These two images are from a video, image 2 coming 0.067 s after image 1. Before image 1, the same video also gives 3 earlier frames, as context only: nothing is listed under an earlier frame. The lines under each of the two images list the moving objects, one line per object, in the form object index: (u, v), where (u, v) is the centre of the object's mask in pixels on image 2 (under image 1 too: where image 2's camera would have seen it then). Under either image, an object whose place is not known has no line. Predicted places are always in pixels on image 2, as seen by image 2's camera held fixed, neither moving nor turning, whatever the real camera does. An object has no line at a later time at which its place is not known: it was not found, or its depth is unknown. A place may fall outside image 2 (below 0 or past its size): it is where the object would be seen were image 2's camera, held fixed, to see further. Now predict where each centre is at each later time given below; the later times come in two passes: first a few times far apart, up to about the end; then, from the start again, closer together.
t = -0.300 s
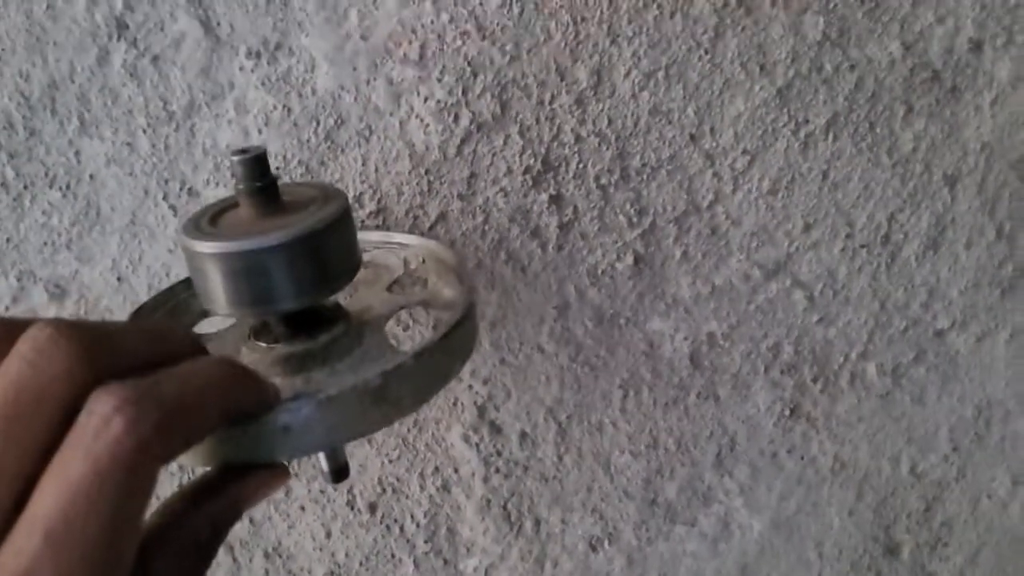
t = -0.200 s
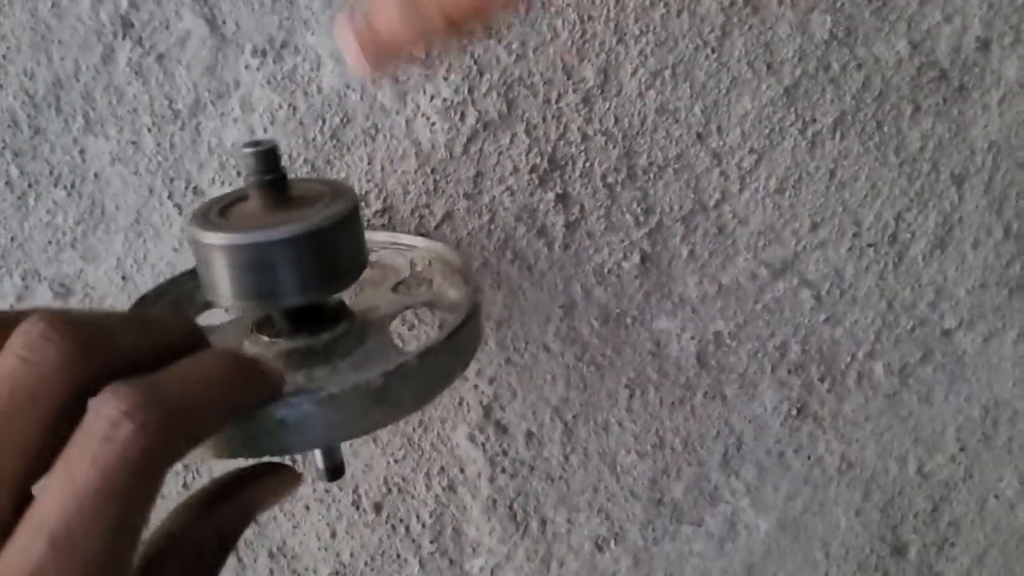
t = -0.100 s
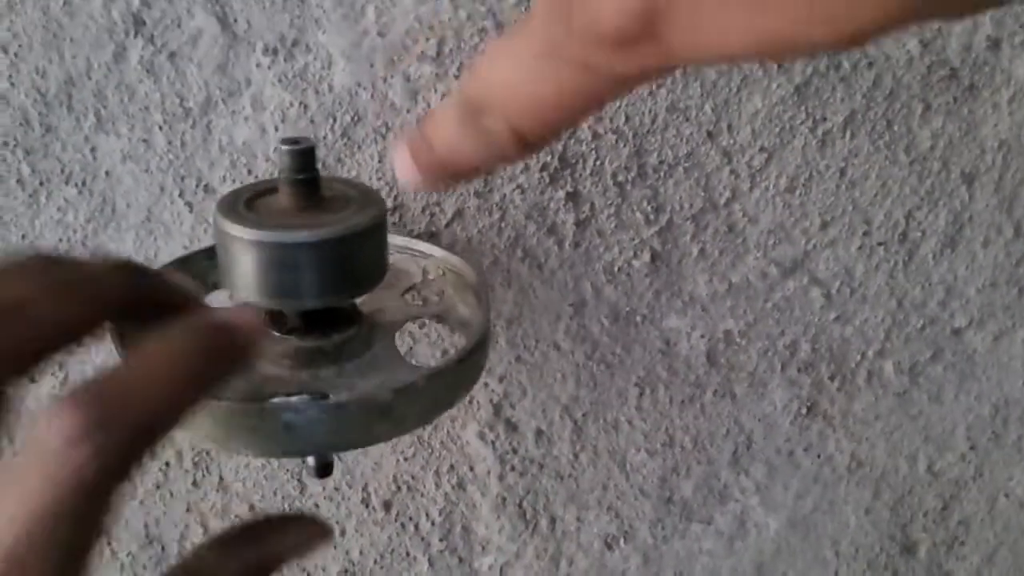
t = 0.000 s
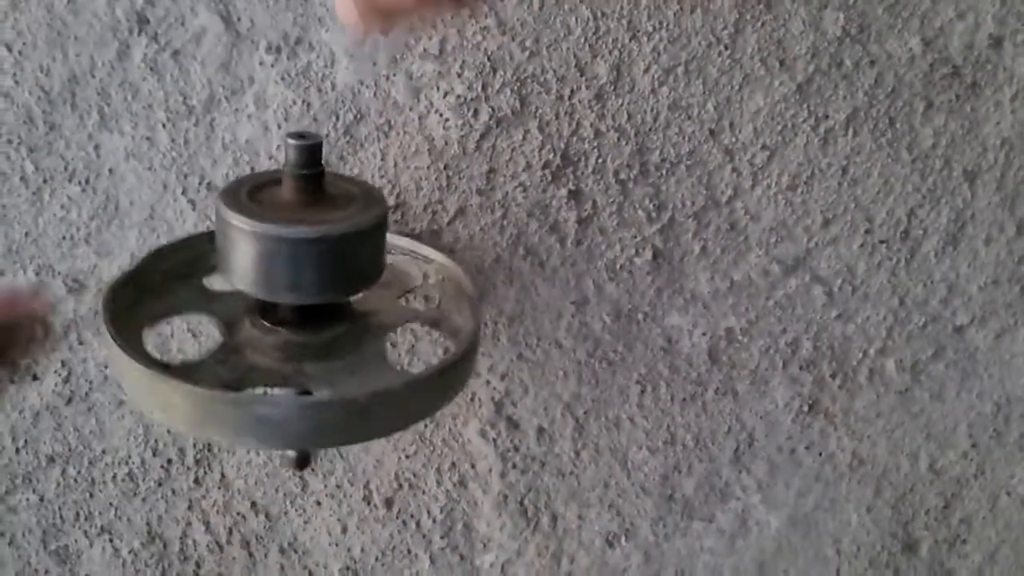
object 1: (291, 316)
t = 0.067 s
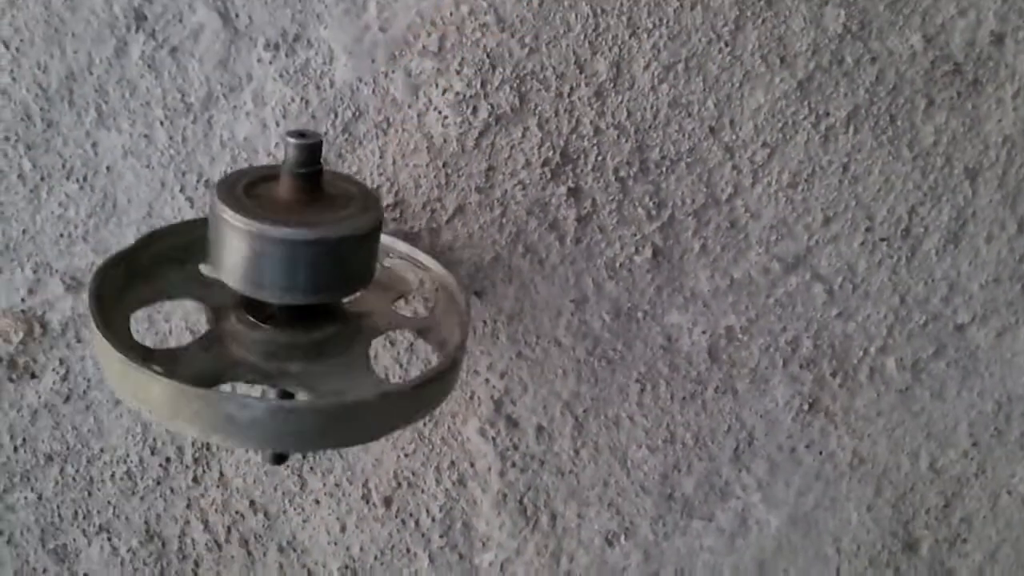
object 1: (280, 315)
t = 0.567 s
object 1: (269, 292)
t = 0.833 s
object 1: (259, 290)
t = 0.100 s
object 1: (277, 315)
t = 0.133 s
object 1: (276, 313)
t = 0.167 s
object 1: (277, 310)
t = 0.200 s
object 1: (276, 306)
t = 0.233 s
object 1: (274, 302)
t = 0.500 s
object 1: (265, 301)
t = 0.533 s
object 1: (267, 297)
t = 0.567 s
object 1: (269, 292)
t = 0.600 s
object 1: (265, 288)
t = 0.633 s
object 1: (261, 287)
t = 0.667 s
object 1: (258, 289)
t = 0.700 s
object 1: (259, 289)
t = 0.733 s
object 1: (261, 288)
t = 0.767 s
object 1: (263, 286)
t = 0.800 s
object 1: (261, 288)
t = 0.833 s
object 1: (259, 290)
